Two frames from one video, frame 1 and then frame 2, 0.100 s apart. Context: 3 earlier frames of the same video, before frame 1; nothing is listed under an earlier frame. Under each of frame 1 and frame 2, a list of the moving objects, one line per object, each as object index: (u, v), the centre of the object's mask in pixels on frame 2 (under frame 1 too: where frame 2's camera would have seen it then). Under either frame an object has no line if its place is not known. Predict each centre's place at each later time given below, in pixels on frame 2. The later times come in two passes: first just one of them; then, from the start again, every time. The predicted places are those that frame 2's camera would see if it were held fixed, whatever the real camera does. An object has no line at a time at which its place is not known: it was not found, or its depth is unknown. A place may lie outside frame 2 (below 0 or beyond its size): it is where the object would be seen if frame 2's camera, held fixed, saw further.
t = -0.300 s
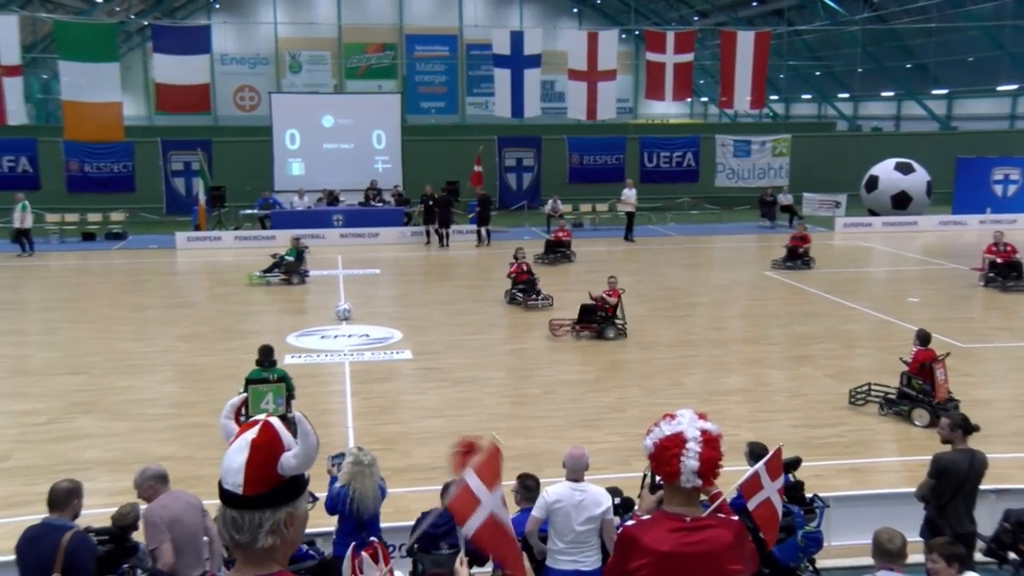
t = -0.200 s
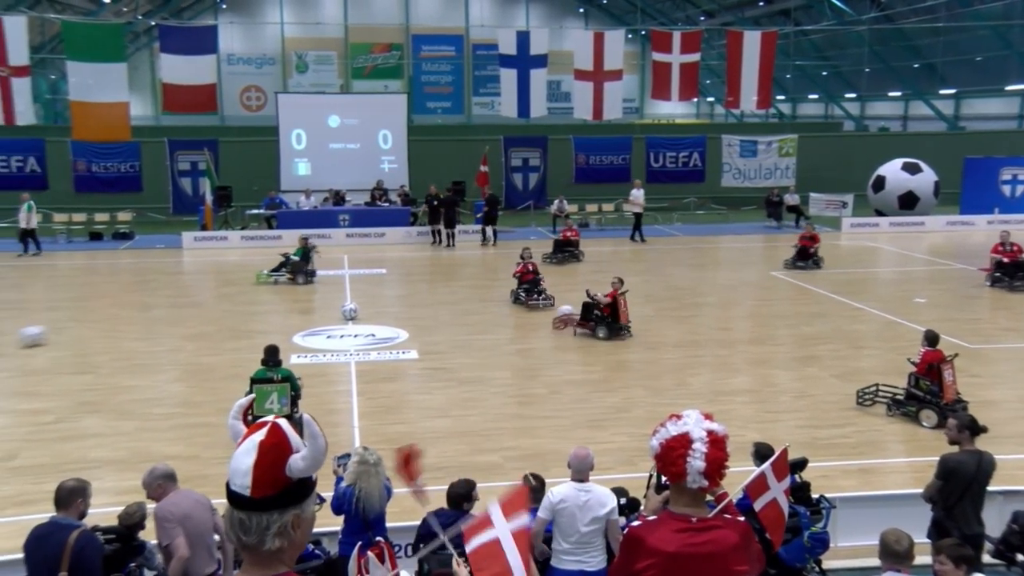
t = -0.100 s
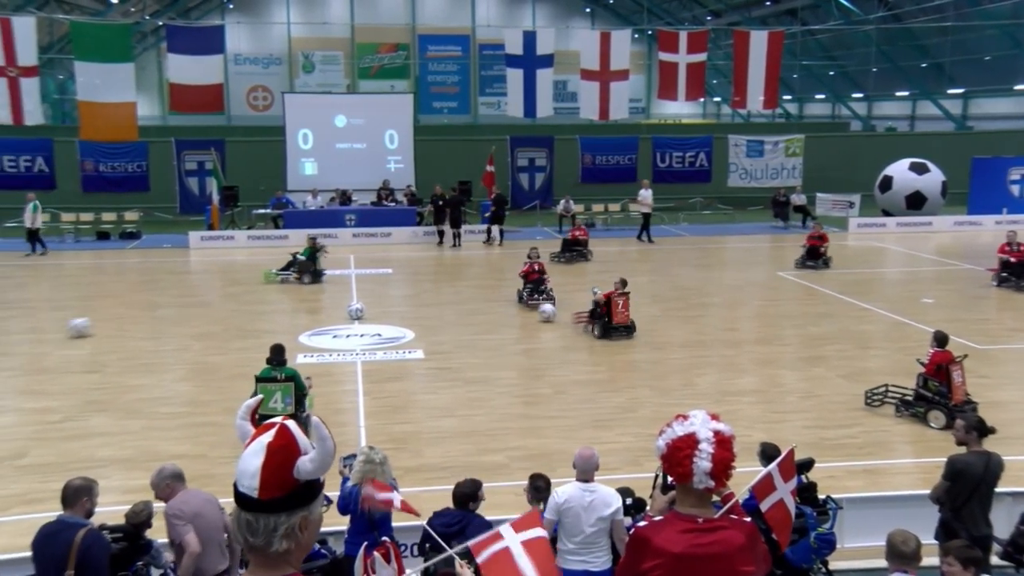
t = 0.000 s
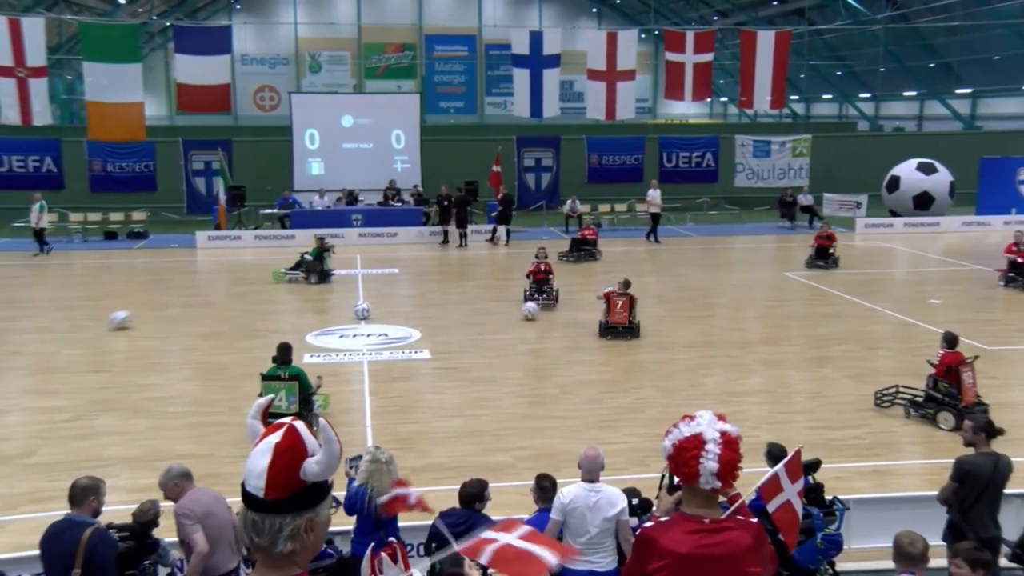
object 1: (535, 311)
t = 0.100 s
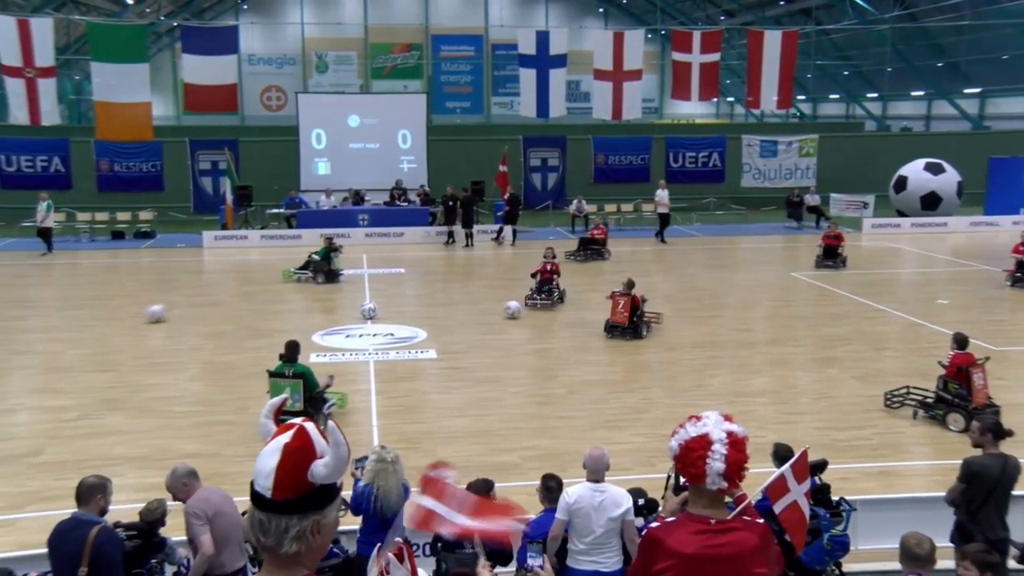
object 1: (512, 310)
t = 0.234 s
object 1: (483, 308)
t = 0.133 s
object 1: (504, 309)
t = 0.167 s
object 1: (497, 309)
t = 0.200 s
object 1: (490, 308)
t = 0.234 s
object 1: (483, 308)
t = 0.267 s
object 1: (475, 308)
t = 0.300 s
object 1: (467, 307)
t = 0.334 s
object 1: (460, 306)
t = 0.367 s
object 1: (454, 306)
